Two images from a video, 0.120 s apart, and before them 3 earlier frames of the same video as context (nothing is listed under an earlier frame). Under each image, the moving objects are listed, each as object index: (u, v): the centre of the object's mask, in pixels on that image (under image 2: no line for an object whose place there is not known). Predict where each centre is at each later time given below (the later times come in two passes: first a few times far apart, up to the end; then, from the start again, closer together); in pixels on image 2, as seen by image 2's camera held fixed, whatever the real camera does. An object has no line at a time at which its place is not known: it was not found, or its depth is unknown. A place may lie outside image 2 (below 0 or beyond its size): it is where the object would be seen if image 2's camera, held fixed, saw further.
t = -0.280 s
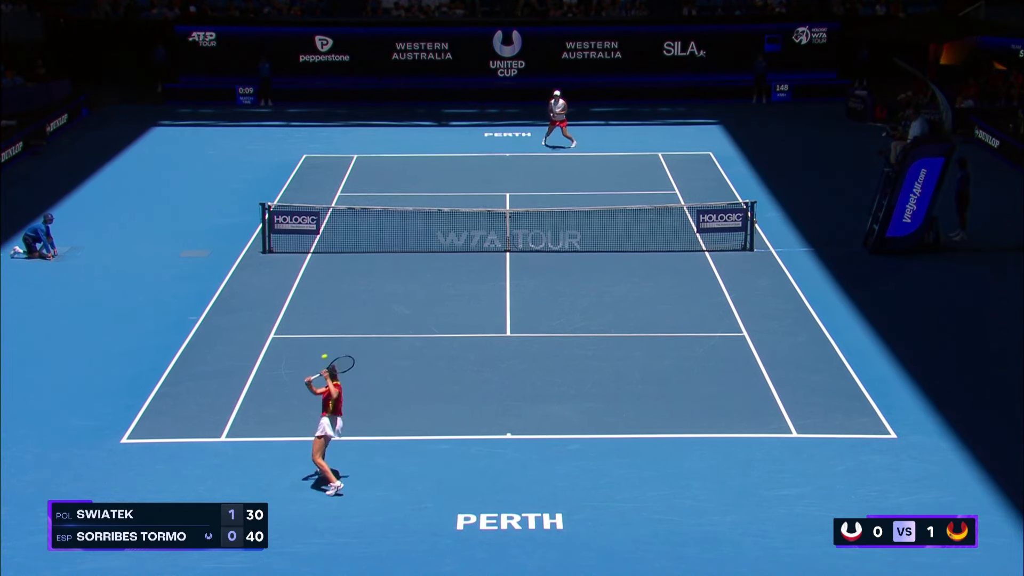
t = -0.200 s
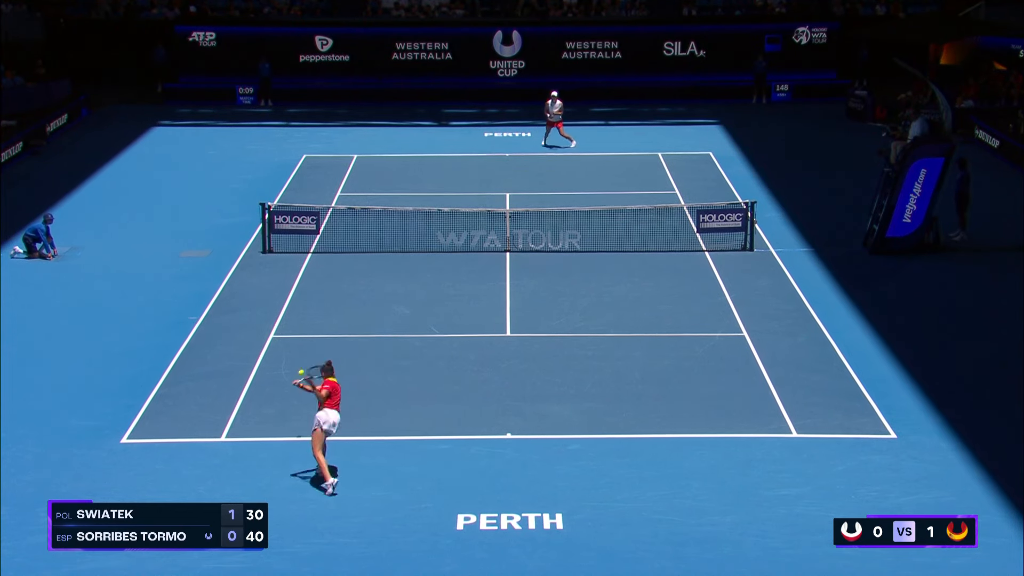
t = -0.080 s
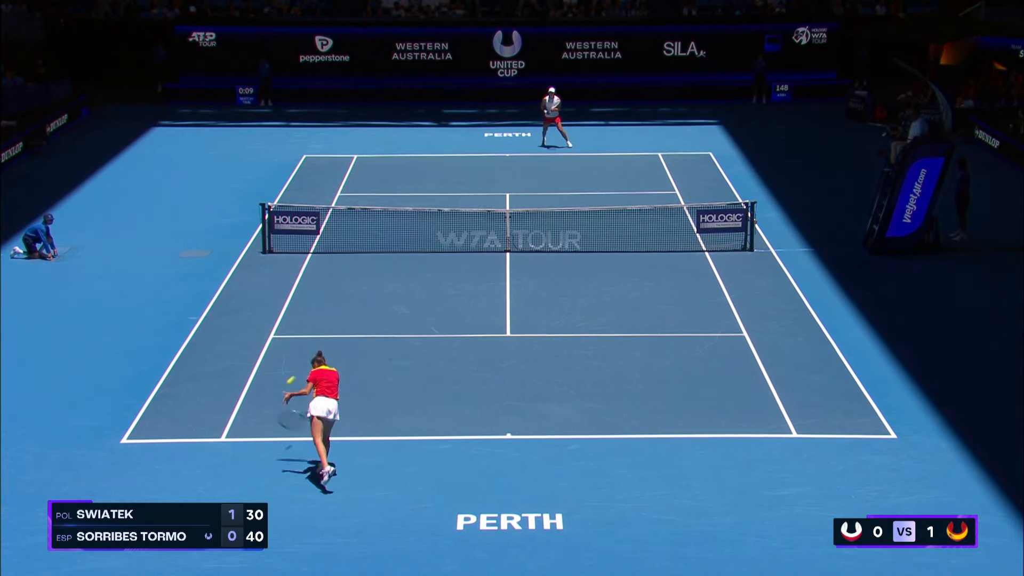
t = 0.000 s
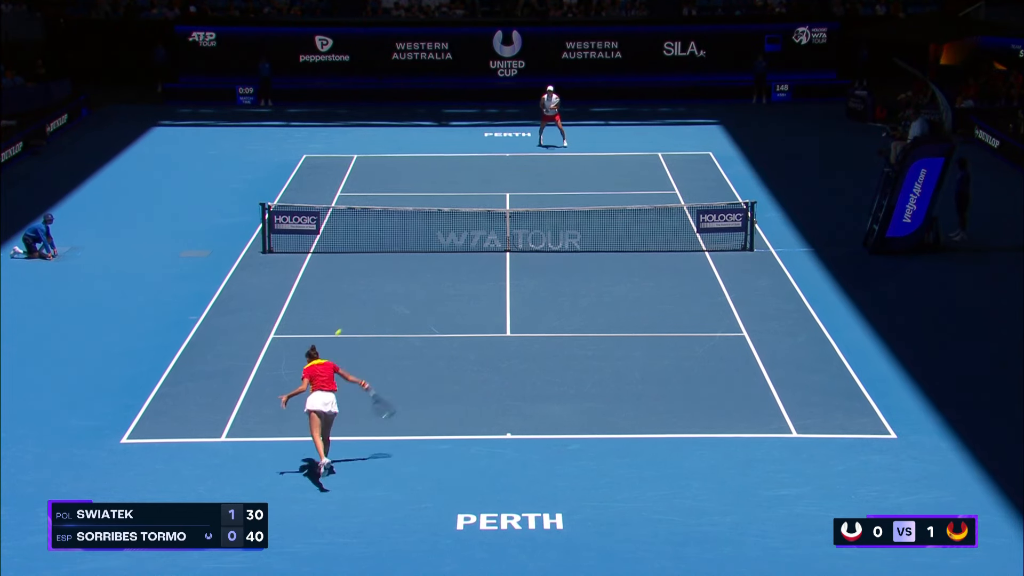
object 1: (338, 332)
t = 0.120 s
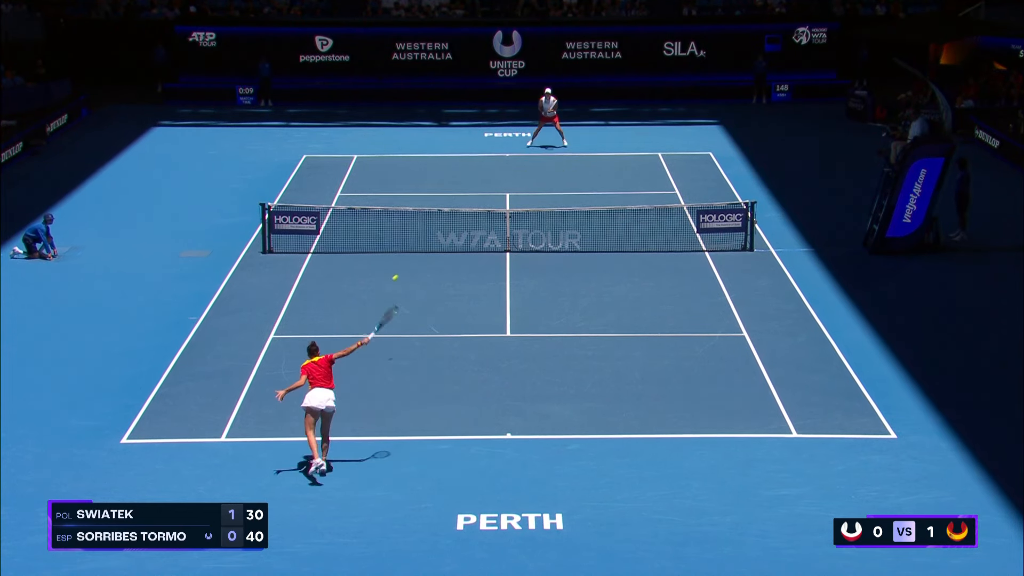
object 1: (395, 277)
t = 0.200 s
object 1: (426, 249)
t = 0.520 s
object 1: (515, 184)
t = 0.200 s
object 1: (426, 249)
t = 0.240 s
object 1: (440, 237)
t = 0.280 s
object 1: (452, 227)
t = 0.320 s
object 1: (464, 217)
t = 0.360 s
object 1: (475, 209)
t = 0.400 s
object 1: (487, 201)
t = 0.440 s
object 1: (496, 195)
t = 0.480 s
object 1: (506, 189)
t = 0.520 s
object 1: (515, 184)
